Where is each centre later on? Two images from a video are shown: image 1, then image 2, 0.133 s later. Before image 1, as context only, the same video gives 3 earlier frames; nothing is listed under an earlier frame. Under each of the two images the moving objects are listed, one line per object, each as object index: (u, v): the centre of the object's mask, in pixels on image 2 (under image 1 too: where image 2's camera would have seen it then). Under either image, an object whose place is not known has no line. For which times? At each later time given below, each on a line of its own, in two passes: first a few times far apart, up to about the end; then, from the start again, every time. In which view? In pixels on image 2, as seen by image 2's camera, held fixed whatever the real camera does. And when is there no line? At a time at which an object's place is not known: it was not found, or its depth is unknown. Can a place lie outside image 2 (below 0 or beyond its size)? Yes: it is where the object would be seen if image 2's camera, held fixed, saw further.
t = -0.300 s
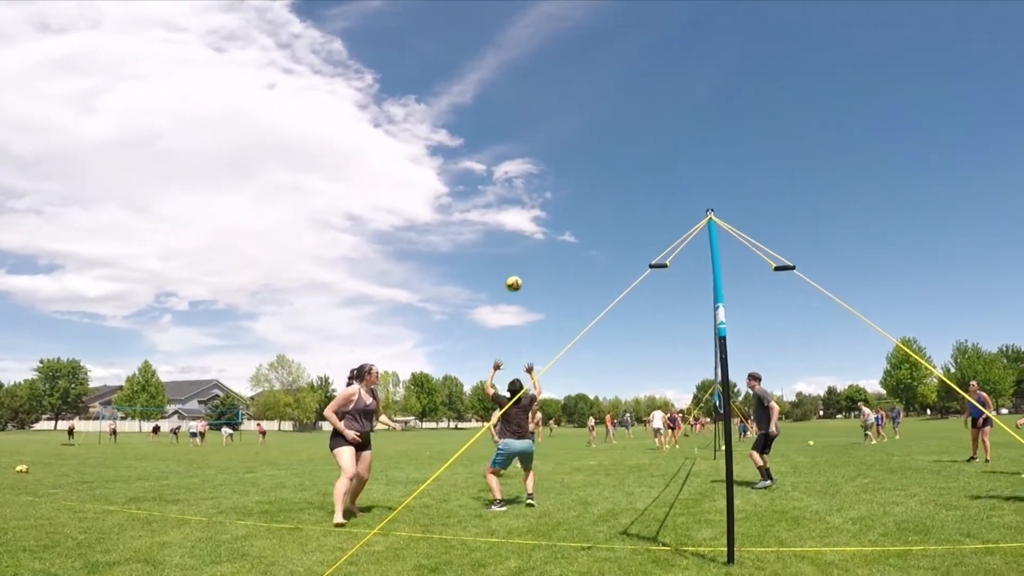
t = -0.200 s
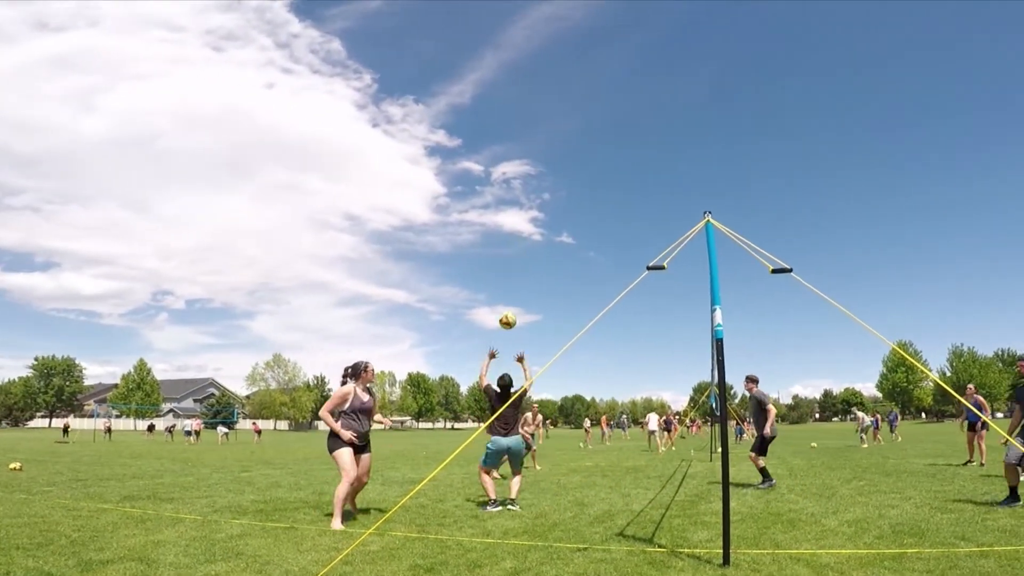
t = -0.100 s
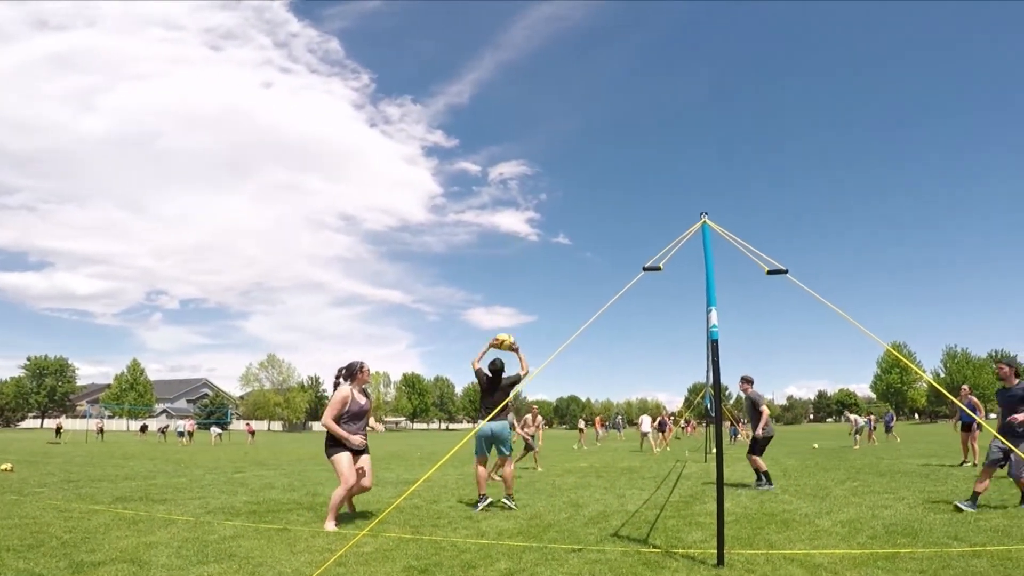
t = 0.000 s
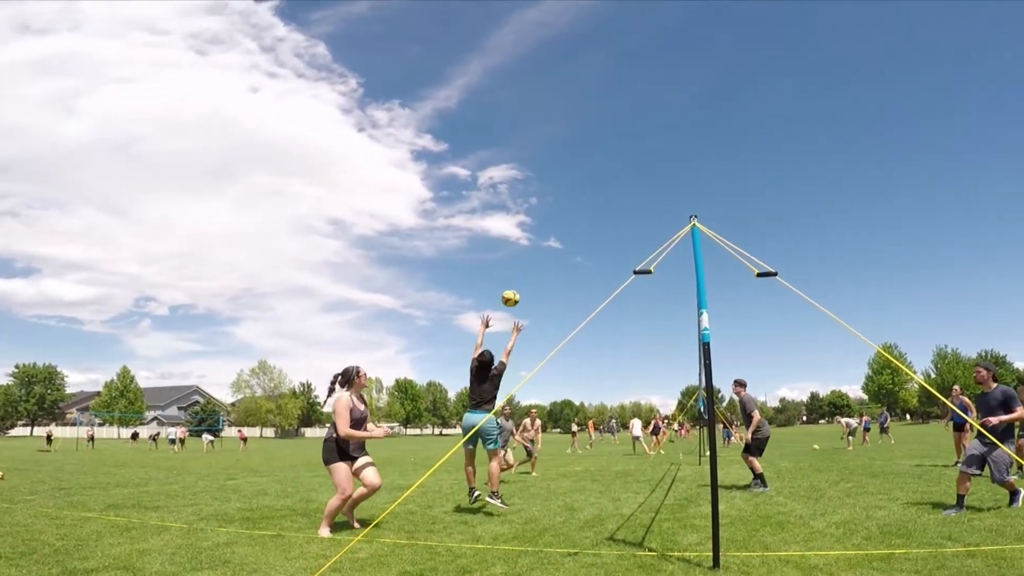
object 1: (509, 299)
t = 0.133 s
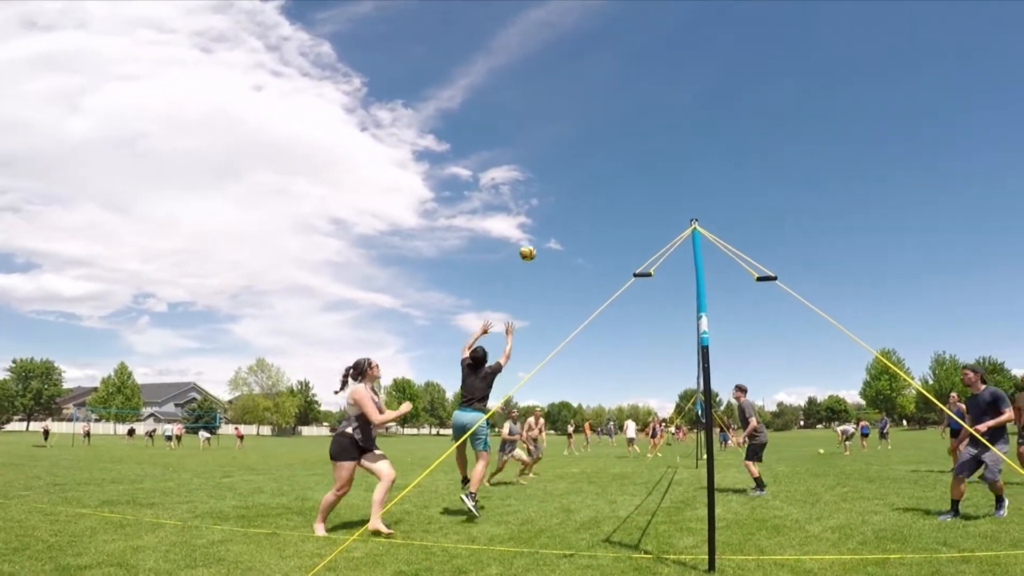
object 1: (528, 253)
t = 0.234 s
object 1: (538, 230)
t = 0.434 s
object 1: (557, 209)
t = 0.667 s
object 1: (575, 216)
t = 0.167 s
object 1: (531, 245)
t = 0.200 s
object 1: (535, 237)
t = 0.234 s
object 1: (538, 230)
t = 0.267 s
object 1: (542, 225)
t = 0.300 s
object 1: (545, 220)
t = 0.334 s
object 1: (549, 216)
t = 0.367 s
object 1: (552, 213)
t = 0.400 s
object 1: (555, 211)
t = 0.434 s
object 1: (557, 209)
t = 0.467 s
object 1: (561, 208)
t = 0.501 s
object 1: (563, 207)
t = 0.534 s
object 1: (565, 208)
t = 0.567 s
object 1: (567, 209)
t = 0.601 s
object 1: (570, 211)
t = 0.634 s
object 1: (572, 213)
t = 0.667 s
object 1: (575, 216)
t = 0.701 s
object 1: (577, 219)
